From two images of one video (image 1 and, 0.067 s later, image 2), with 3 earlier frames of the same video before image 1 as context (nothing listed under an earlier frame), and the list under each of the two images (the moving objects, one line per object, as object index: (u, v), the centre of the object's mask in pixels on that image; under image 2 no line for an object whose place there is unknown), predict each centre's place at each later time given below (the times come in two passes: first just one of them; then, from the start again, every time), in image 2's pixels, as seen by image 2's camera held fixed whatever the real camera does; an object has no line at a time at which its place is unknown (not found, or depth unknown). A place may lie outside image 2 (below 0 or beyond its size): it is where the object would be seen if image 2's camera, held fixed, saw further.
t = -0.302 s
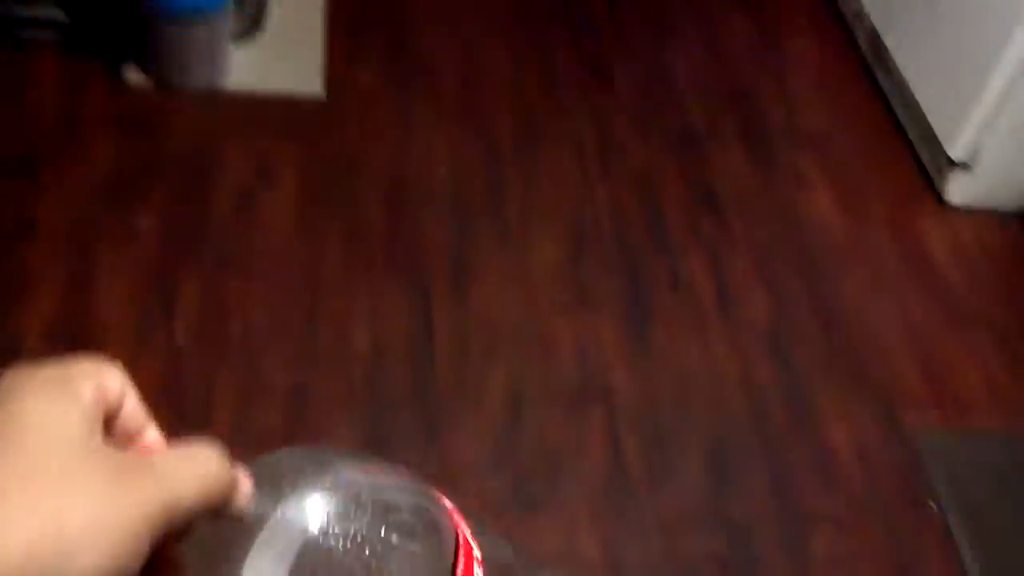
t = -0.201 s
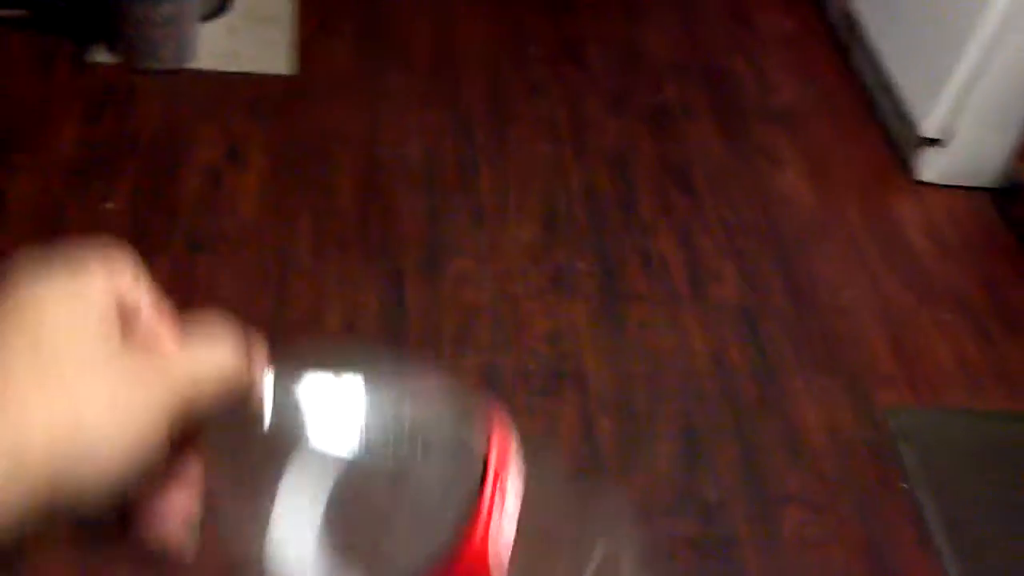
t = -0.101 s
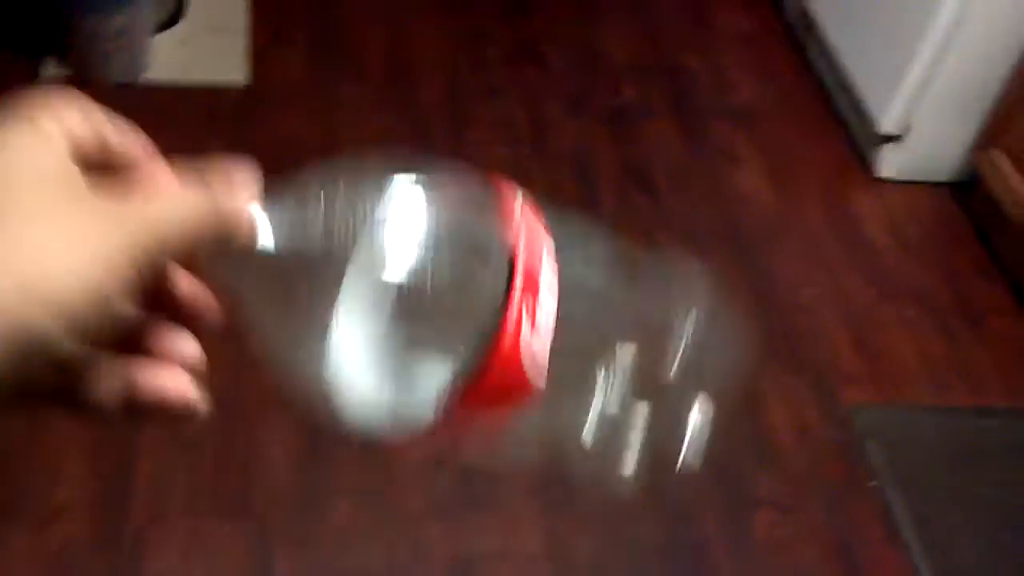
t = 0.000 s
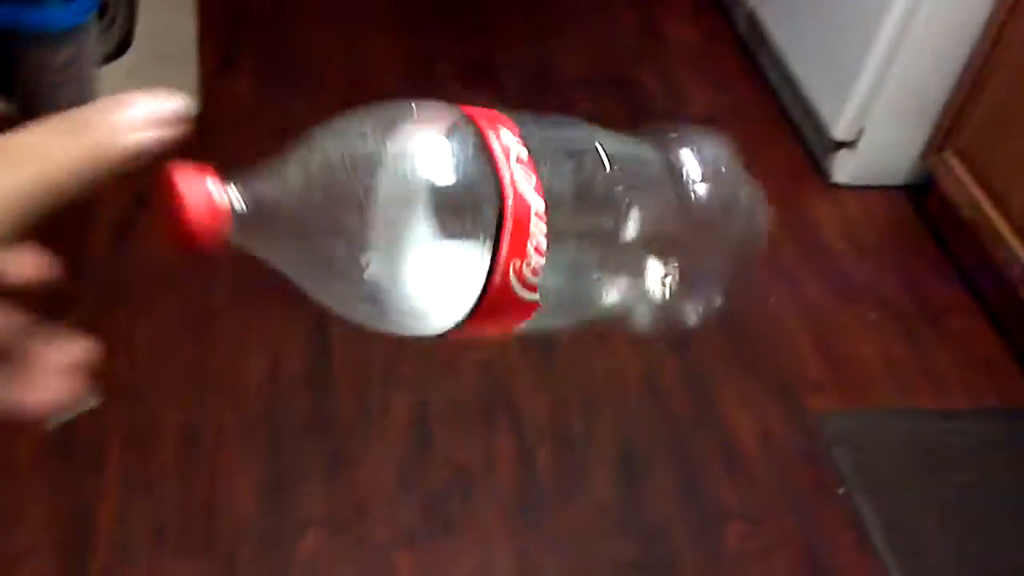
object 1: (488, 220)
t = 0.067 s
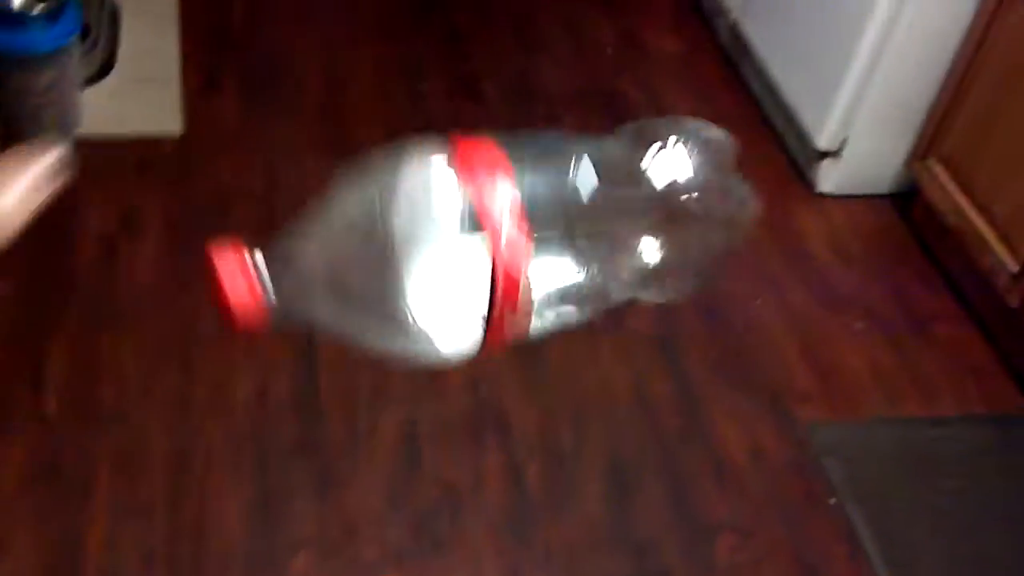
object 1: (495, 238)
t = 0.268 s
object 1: (514, 439)
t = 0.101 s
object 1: (501, 259)
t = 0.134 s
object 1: (508, 287)
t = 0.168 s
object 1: (512, 320)
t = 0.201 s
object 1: (511, 357)
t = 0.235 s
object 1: (513, 398)
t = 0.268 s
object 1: (514, 439)
